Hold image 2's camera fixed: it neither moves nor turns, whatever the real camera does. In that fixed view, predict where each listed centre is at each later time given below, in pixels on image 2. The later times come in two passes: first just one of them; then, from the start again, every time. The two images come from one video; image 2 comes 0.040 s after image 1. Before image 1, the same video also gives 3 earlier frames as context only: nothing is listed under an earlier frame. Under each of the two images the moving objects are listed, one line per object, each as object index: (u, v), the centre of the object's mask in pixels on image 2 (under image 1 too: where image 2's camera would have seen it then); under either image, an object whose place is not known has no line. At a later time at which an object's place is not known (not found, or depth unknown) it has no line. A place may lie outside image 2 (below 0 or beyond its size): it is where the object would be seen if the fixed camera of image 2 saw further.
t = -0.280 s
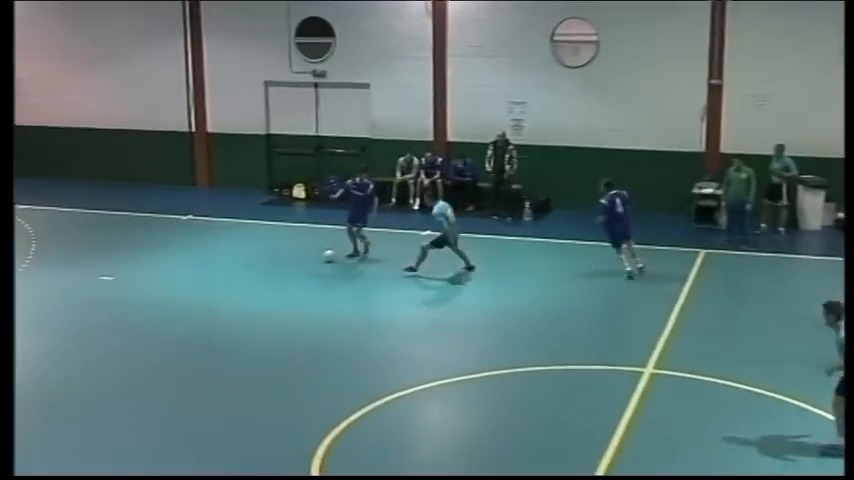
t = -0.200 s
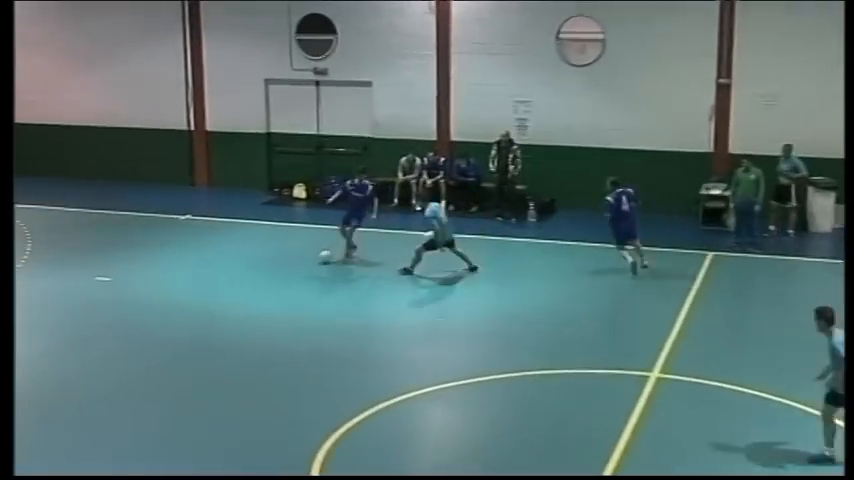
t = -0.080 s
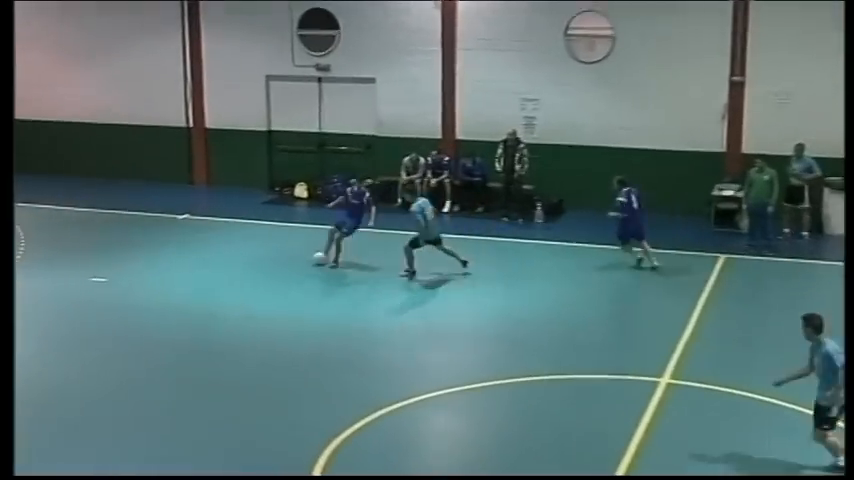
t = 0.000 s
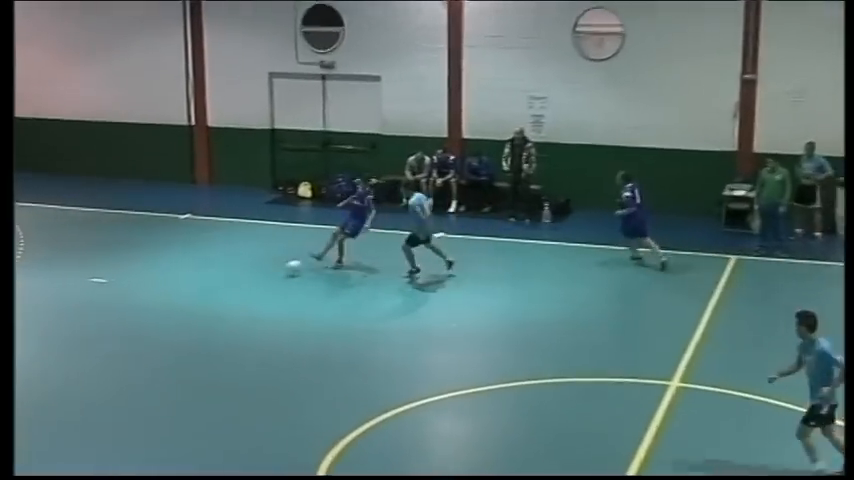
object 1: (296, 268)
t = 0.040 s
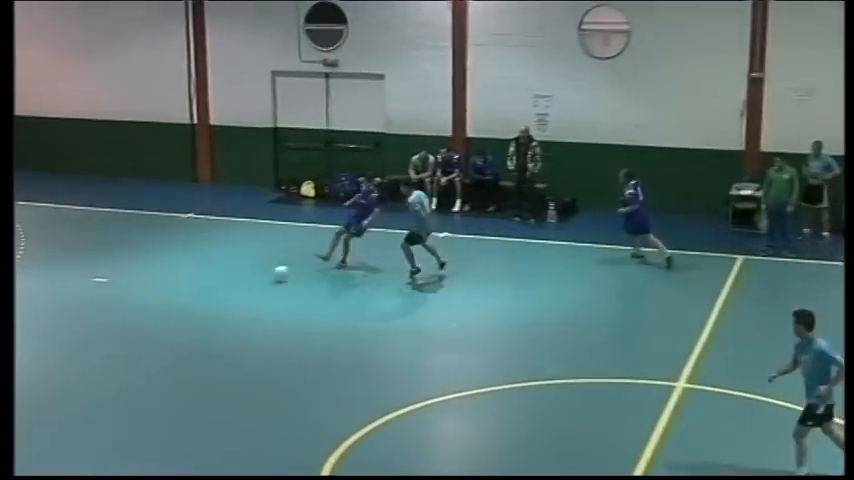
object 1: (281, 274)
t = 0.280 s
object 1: (182, 311)
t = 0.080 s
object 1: (264, 280)
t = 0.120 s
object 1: (248, 287)
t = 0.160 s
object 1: (232, 292)
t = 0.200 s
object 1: (216, 298)
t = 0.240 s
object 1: (198, 305)
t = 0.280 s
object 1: (182, 311)
